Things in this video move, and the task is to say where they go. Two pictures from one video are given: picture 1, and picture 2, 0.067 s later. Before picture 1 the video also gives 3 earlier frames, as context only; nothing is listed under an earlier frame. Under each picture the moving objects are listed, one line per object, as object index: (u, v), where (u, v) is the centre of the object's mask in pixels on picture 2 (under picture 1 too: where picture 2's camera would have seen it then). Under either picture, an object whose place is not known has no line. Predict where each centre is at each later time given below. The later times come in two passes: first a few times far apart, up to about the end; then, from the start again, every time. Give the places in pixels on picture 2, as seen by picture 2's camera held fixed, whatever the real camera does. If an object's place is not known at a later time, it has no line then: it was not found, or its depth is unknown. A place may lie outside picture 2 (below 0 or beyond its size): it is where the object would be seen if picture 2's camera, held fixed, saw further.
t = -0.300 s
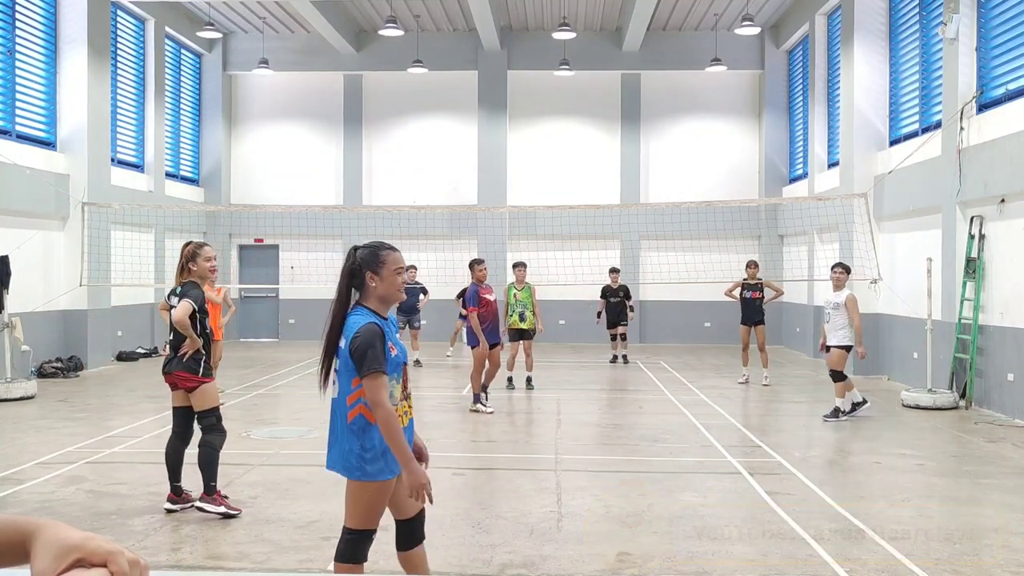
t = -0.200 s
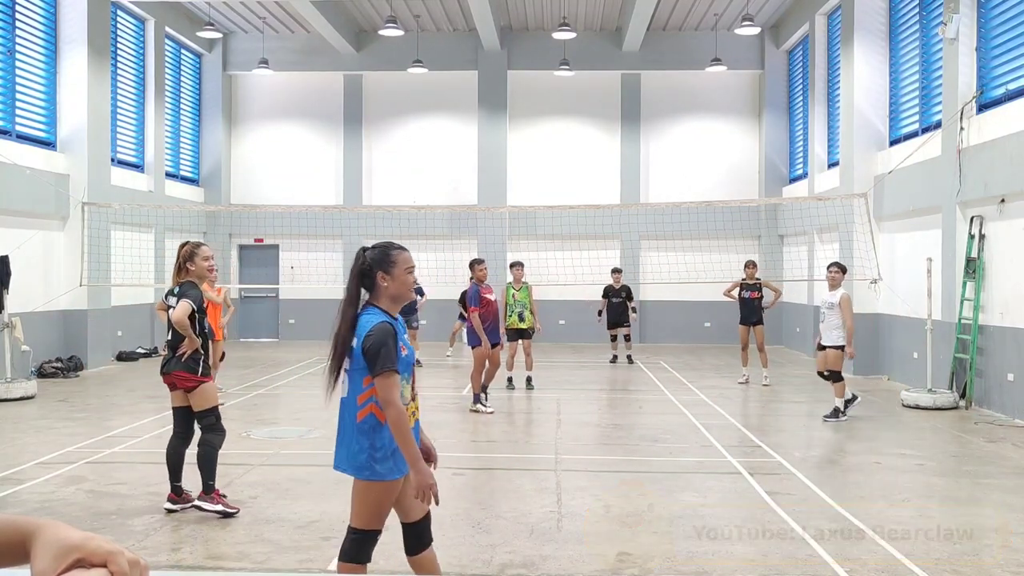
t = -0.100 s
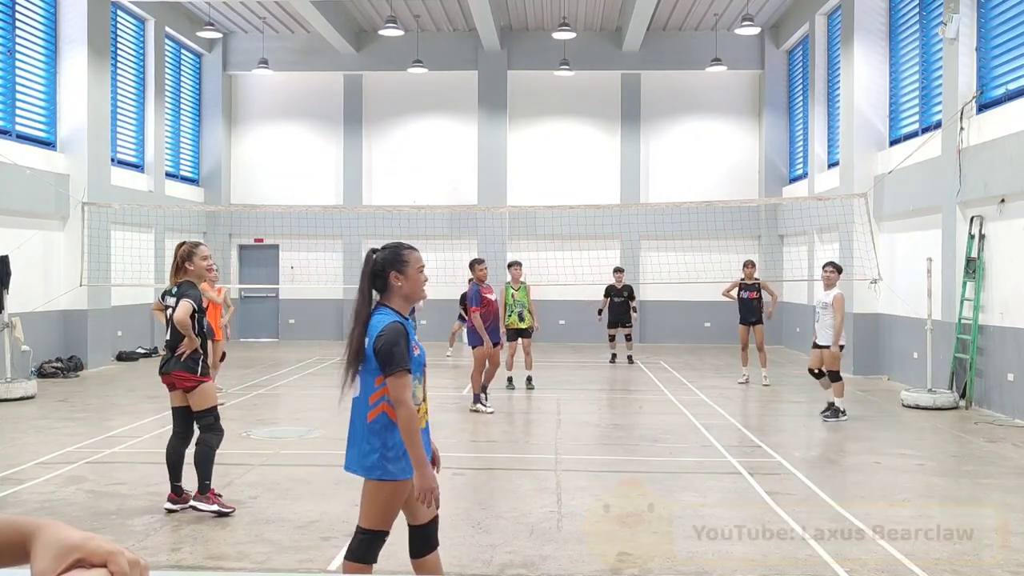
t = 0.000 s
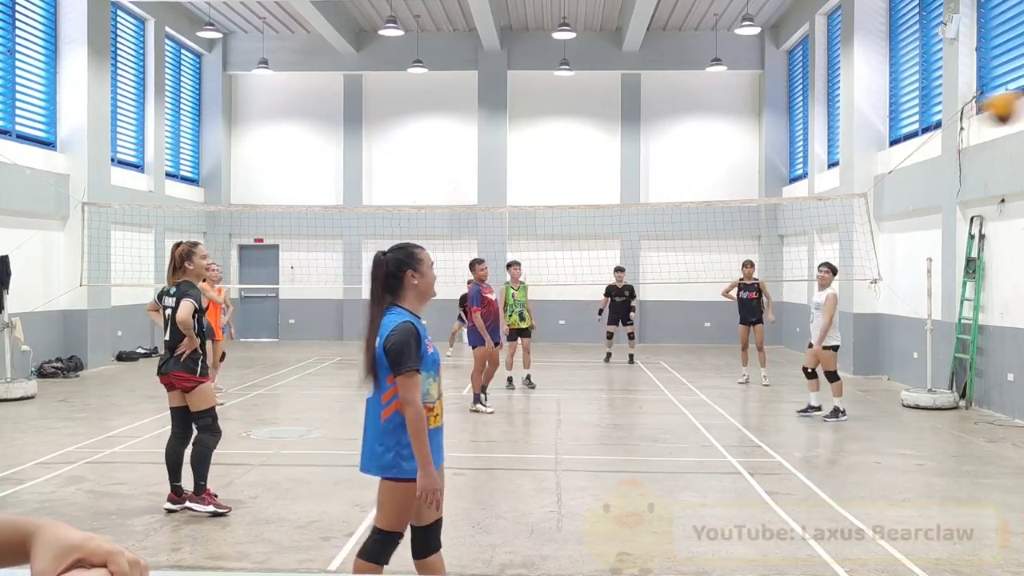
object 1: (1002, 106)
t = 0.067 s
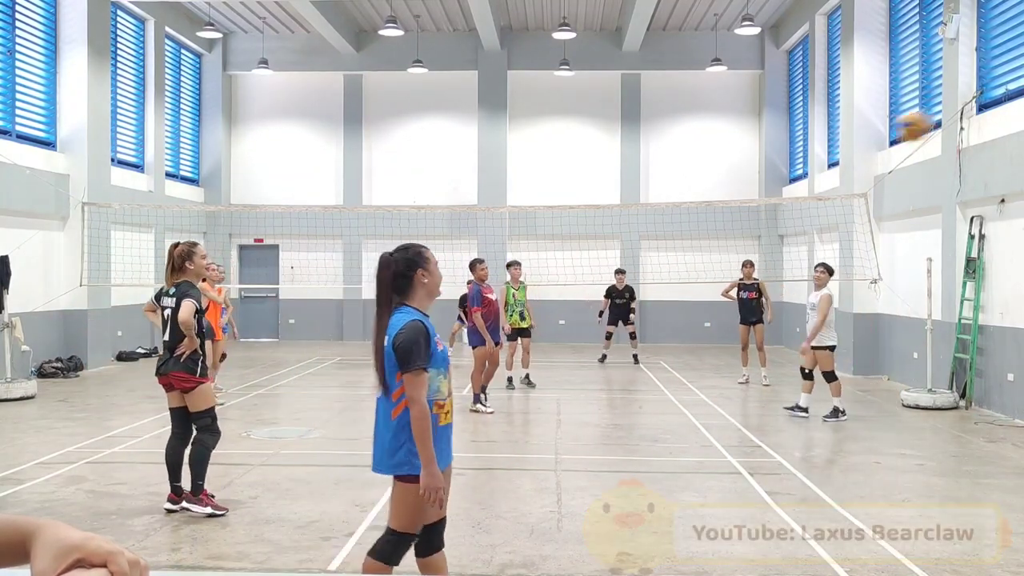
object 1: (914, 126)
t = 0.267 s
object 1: (755, 186)
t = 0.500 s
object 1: (676, 245)
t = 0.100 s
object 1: (878, 136)
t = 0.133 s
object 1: (846, 145)
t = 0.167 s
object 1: (820, 155)
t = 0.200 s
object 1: (796, 165)
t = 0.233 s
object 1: (774, 176)
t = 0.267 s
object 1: (755, 186)
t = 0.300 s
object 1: (737, 198)
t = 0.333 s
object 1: (721, 209)
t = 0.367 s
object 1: (707, 219)
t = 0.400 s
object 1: (693, 230)
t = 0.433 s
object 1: (681, 238)
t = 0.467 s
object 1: (678, 242)
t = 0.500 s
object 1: (676, 245)
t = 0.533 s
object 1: (674, 249)
